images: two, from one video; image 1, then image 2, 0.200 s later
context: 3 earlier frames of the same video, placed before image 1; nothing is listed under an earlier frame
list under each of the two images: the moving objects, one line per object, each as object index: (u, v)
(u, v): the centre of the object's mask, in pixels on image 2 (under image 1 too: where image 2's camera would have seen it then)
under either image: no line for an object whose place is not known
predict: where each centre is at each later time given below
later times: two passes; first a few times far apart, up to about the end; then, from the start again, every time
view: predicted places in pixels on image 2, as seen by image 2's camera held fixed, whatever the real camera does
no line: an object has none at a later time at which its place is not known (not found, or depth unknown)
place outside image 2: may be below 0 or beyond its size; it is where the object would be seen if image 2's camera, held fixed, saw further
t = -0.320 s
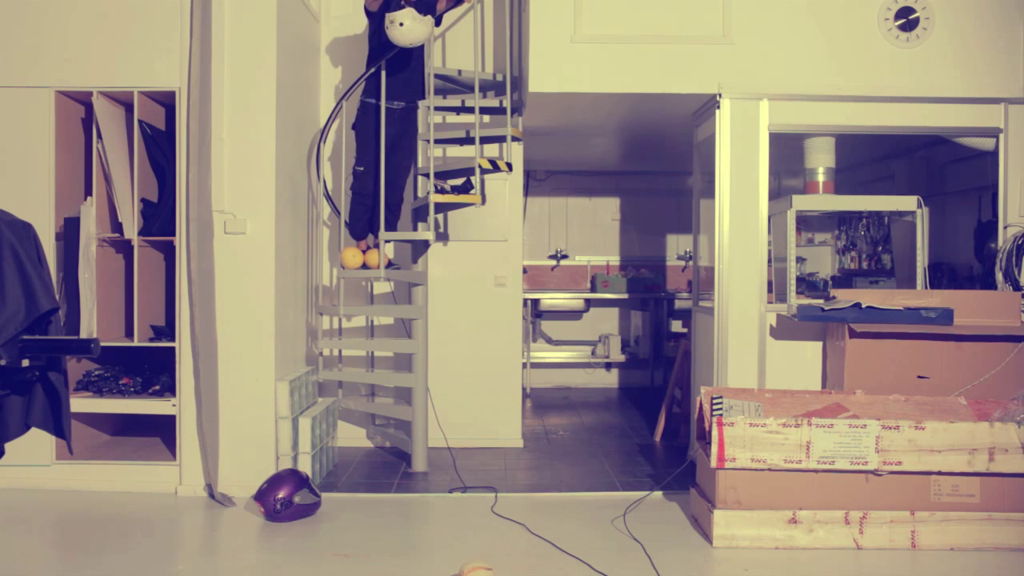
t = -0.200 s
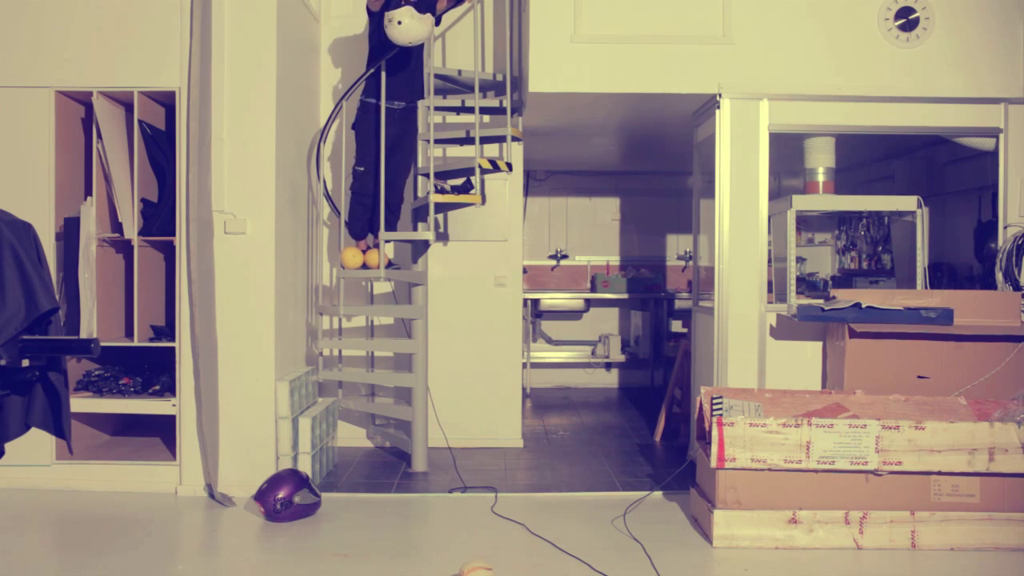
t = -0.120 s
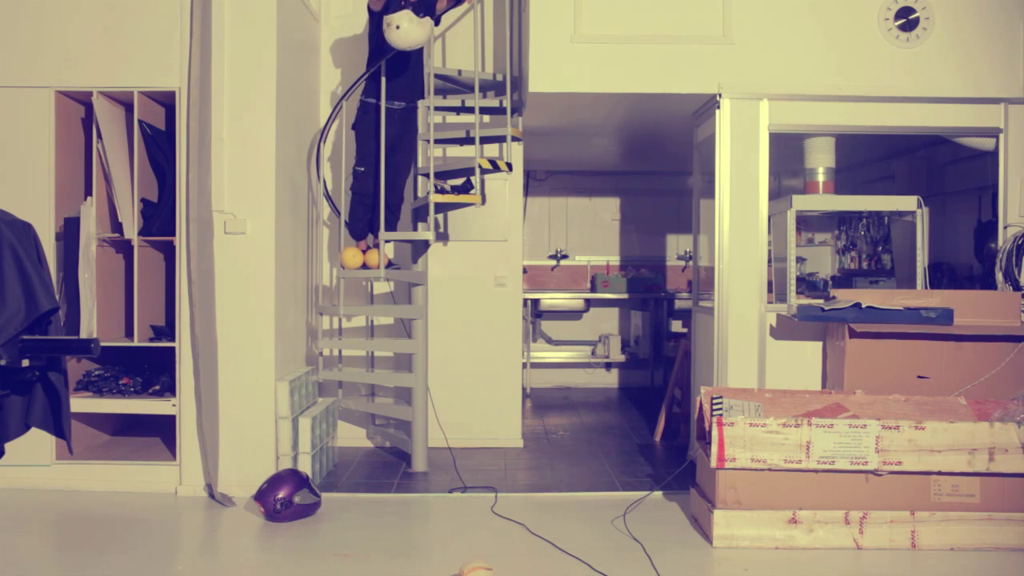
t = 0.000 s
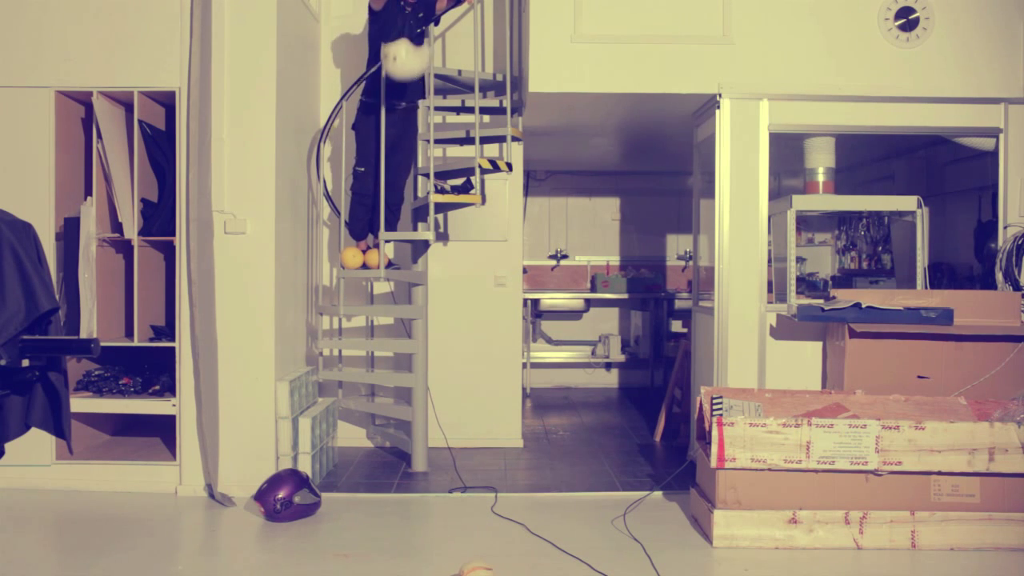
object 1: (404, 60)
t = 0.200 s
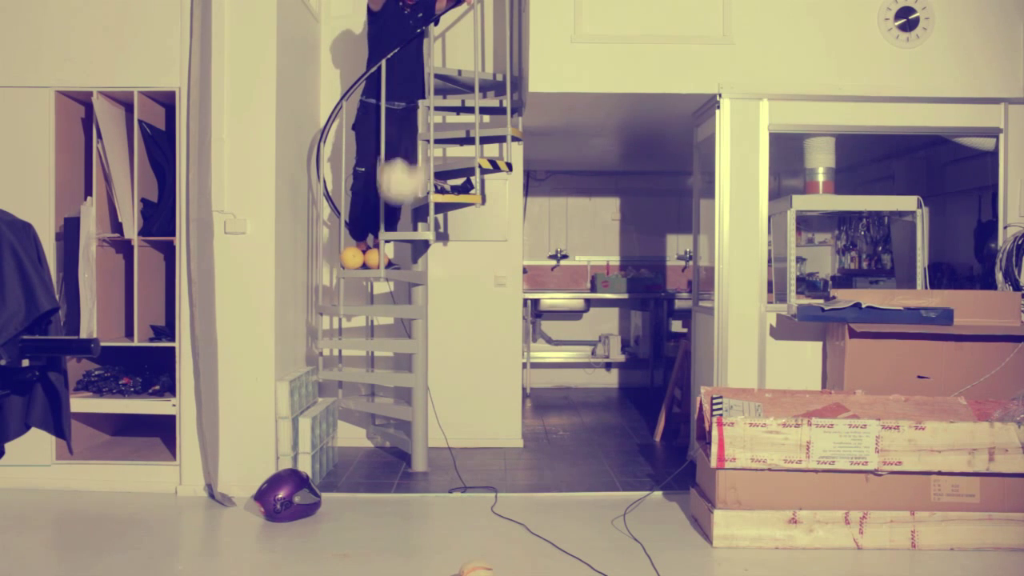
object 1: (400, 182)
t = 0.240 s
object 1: (399, 216)
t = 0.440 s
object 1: (395, 449)
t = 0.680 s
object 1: (403, 498)
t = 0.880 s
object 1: (396, 498)
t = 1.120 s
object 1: (387, 486)
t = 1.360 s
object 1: (377, 485)
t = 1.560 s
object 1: (356, 493)
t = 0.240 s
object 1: (399, 216)
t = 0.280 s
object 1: (400, 257)
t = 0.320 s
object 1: (401, 298)
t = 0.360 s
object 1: (398, 347)
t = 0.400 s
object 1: (397, 392)
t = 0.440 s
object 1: (395, 449)
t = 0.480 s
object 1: (398, 507)
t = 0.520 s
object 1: (404, 507)
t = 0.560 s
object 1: (403, 505)
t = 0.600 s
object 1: (402, 502)
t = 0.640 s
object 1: (402, 500)
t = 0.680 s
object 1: (403, 498)
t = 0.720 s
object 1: (404, 497)
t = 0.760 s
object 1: (403, 497)
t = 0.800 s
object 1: (401, 497)
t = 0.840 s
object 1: (398, 498)
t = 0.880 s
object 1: (396, 498)
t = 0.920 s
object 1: (393, 498)
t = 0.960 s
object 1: (392, 496)
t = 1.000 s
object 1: (390, 492)
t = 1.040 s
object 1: (389, 489)
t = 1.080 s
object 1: (388, 487)
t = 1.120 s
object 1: (387, 486)
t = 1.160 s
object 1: (385, 485)
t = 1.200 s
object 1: (384, 484)
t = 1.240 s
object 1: (383, 484)
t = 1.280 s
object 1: (381, 484)
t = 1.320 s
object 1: (379, 484)
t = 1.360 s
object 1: (377, 485)
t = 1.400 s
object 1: (374, 486)
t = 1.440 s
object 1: (370, 487)
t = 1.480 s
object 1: (366, 488)
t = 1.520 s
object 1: (361, 490)
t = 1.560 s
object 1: (356, 493)
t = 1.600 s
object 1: (351, 495)
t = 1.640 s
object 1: (348, 495)
